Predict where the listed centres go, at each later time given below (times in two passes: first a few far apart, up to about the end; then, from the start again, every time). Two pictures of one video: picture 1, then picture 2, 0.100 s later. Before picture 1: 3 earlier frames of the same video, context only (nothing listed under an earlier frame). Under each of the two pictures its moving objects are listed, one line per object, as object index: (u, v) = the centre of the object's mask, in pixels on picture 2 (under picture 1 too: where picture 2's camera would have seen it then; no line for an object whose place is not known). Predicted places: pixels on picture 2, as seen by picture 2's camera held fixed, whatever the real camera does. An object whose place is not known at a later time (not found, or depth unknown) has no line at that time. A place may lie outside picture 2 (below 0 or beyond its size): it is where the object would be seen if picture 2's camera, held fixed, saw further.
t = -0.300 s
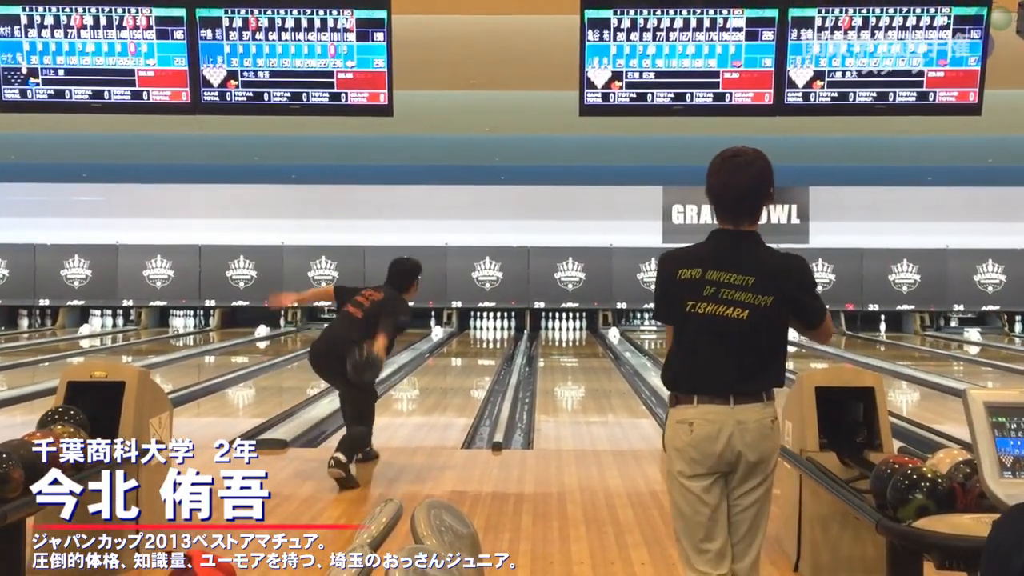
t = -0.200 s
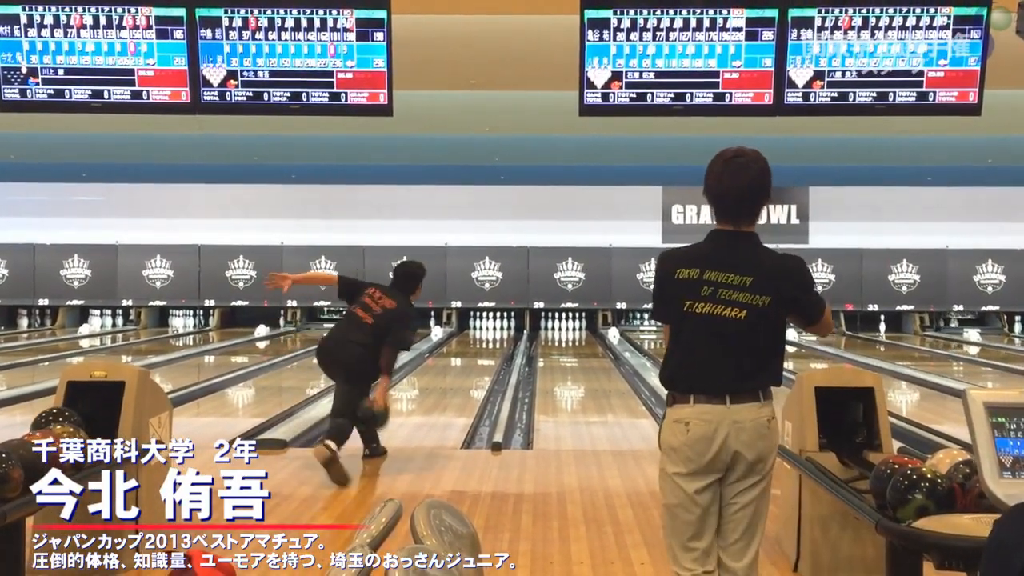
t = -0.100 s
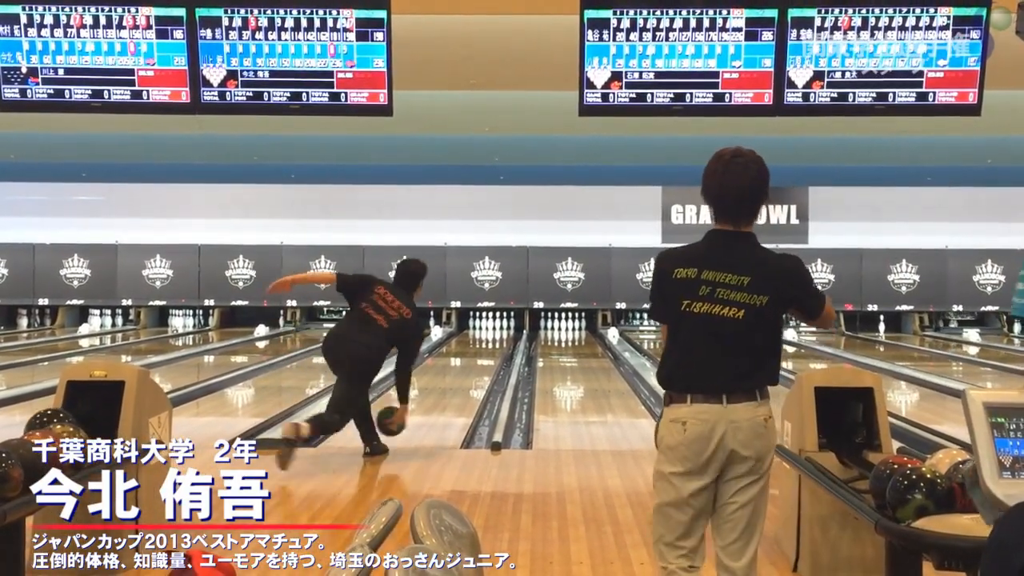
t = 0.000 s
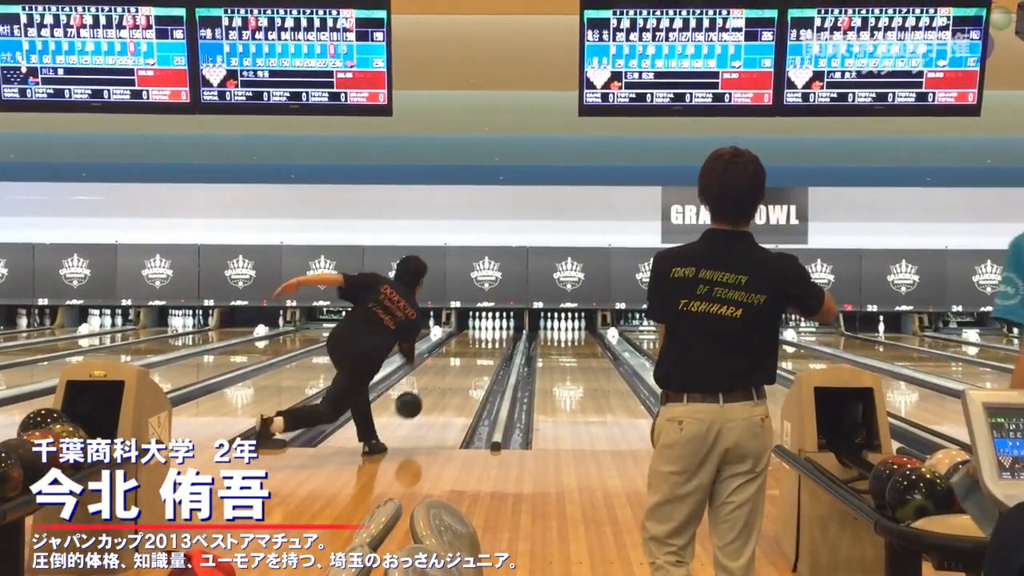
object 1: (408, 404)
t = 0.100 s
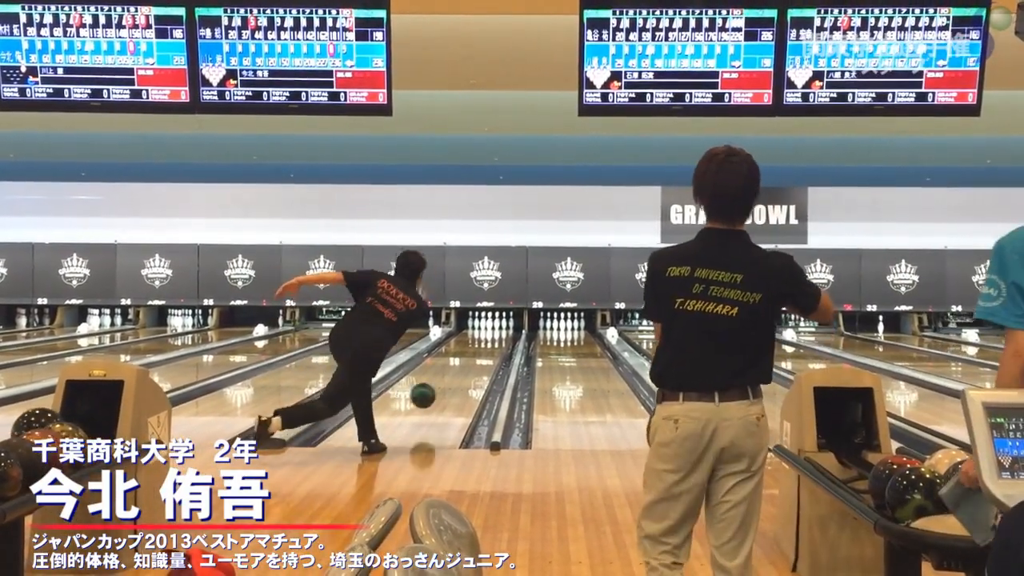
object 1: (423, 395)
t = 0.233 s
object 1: (439, 397)
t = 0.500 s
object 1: (463, 377)
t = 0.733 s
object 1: (477, 364)
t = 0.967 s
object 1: (488, 353)
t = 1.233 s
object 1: (497, 343)
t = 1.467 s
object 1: (500, 337)
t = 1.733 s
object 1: (499, 330)
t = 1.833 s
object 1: (496, 328)
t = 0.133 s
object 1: (427, 395)
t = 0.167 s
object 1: (431, 396)
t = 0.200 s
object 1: (435, 398)
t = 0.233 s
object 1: (439, 397)
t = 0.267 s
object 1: (442, 394)
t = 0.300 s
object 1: (446, 391)
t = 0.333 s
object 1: (449, 389)
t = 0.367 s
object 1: (452, 387)
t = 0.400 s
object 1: (455, 384)
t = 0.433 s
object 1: (458, 382)
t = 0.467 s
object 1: (460, 380)
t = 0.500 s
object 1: (463, 377)
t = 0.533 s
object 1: (465, 375)
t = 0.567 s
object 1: (468, 373)
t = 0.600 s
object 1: (470, 371)
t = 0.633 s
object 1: (471, 369)
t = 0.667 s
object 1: (473, 367)
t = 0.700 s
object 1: (476, 365)
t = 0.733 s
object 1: (477, 364)
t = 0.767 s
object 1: (479, 362)
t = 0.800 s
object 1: (481, 361)
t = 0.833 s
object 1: (482, 359)
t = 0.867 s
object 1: (484, 358)
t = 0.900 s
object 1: (485, 356)
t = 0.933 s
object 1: (487, 354)
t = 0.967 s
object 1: (488, 353)
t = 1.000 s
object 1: (490, 352)
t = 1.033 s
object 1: (491, 351)
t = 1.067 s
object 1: (492, 349)
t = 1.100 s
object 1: (493, 348)
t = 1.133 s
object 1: (494, 347)
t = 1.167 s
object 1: (495, 346)
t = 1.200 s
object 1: (496, 345)
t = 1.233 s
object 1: (497, 343)
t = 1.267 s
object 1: (498, 342)
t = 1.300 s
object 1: (498, 341)
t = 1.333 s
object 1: (498, 341)
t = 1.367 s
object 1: (499, 340)
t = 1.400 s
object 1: (499, 339)
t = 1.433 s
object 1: (499, 338)
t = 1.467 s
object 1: (500, 337)
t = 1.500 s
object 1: (500, 336)
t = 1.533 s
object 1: (500, 336)
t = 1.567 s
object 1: (500, 334)
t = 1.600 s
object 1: (500, 334)
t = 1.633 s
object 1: (500, 333)
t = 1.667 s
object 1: (499, 332)
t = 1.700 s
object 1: (499, 332)
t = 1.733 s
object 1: (499, 330)
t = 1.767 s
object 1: (498, 330)
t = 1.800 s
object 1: (497, 329)
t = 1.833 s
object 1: (496, 328)
